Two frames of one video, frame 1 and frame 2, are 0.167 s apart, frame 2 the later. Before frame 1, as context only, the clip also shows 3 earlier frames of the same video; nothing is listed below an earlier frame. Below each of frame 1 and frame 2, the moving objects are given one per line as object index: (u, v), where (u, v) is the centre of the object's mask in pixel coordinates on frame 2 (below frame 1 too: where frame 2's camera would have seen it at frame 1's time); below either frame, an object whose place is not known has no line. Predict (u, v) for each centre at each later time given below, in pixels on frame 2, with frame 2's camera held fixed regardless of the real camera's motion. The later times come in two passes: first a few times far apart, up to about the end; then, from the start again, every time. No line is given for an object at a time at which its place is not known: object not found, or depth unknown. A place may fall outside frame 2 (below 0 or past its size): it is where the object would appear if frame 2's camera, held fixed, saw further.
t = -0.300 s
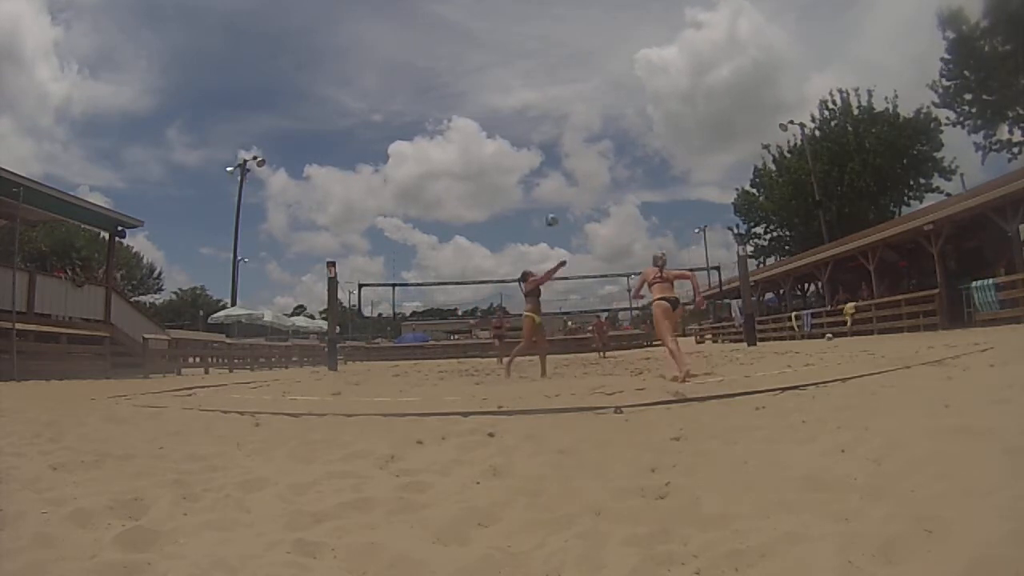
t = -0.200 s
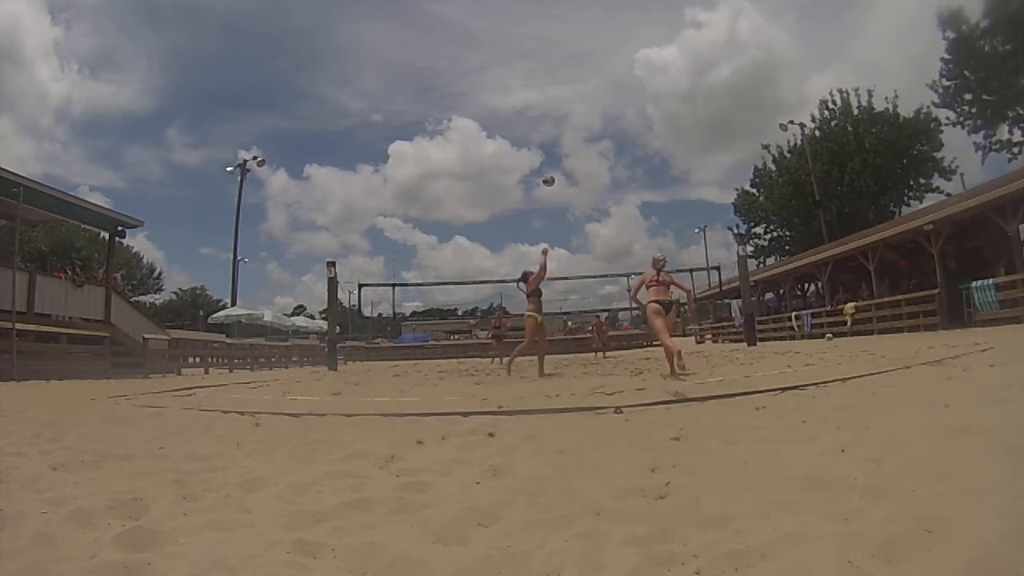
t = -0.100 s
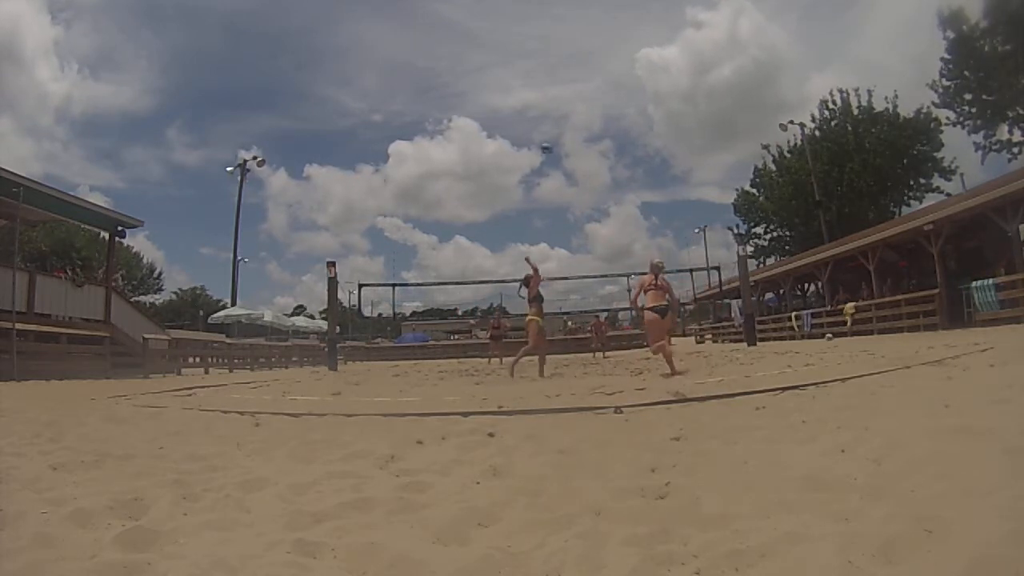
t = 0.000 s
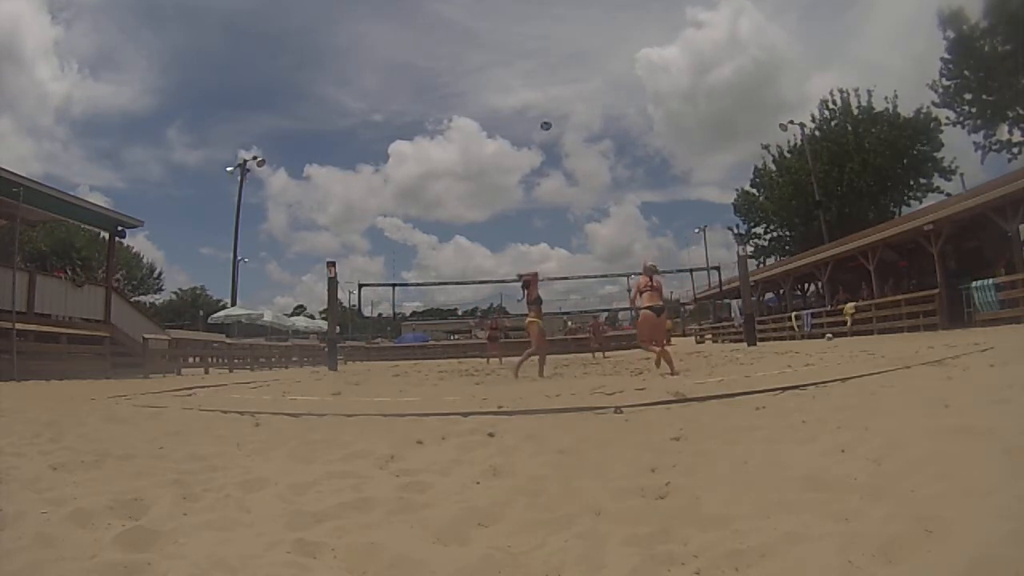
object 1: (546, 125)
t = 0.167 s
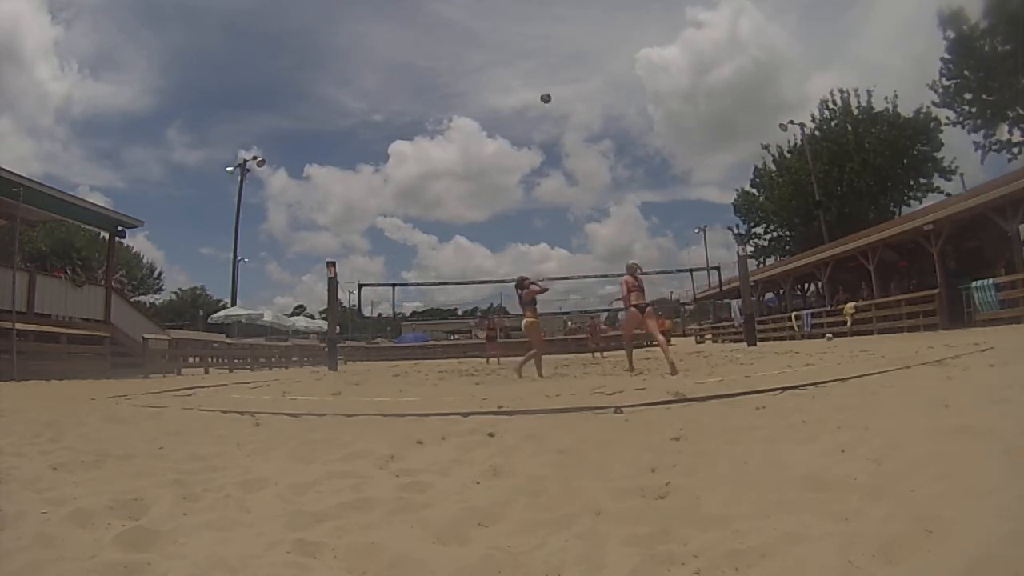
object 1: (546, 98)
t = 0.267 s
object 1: (546, 88)
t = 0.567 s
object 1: (550, 86)
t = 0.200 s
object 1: (546, 94)
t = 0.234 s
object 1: (546, 91)
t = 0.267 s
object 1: (546, 88)
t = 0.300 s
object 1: (546, 86)
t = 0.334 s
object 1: (547, 84)
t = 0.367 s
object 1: (547, 84)
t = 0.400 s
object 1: (547, 83)
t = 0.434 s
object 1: (548, 83)
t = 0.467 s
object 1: (548, 83)
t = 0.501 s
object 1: (549, 83)
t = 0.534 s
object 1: (549, 84)
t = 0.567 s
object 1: (550, 86)
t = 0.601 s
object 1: (551, 88)
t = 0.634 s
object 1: (551, 90)
